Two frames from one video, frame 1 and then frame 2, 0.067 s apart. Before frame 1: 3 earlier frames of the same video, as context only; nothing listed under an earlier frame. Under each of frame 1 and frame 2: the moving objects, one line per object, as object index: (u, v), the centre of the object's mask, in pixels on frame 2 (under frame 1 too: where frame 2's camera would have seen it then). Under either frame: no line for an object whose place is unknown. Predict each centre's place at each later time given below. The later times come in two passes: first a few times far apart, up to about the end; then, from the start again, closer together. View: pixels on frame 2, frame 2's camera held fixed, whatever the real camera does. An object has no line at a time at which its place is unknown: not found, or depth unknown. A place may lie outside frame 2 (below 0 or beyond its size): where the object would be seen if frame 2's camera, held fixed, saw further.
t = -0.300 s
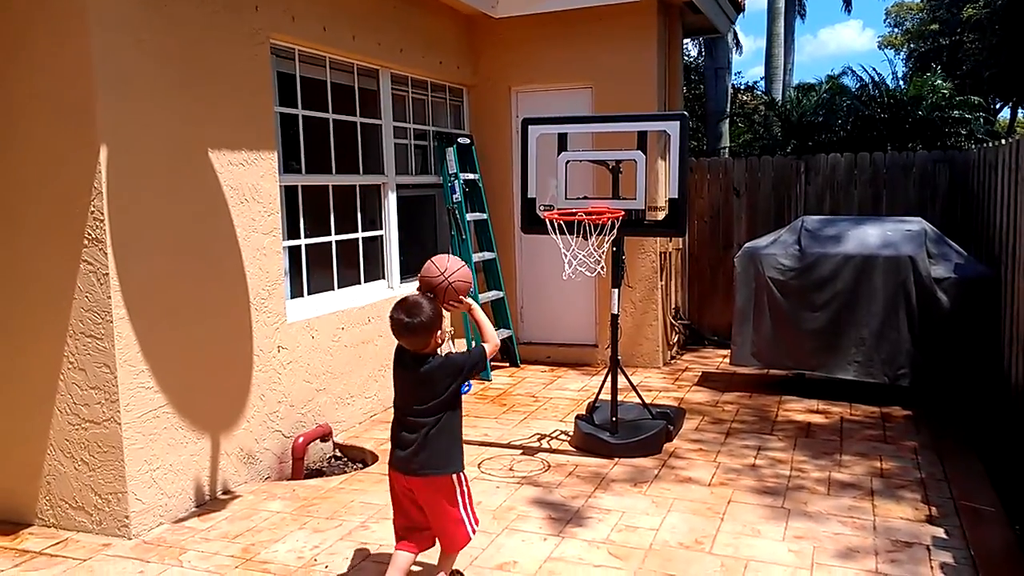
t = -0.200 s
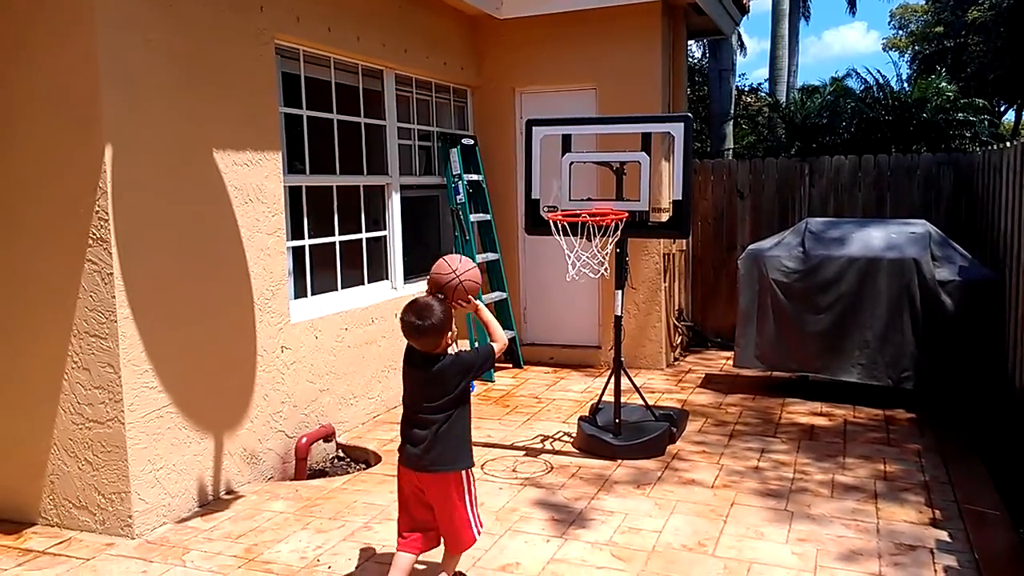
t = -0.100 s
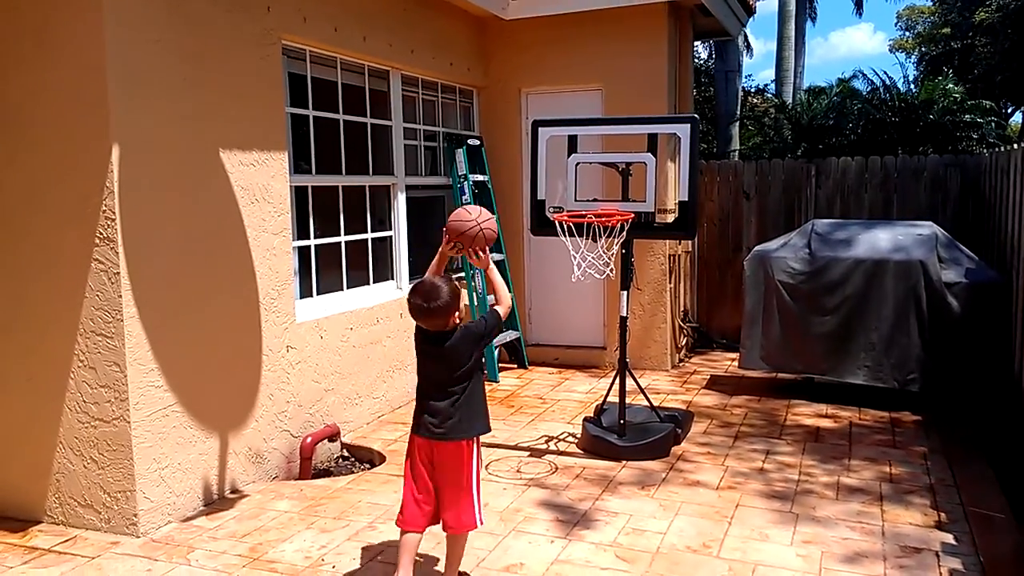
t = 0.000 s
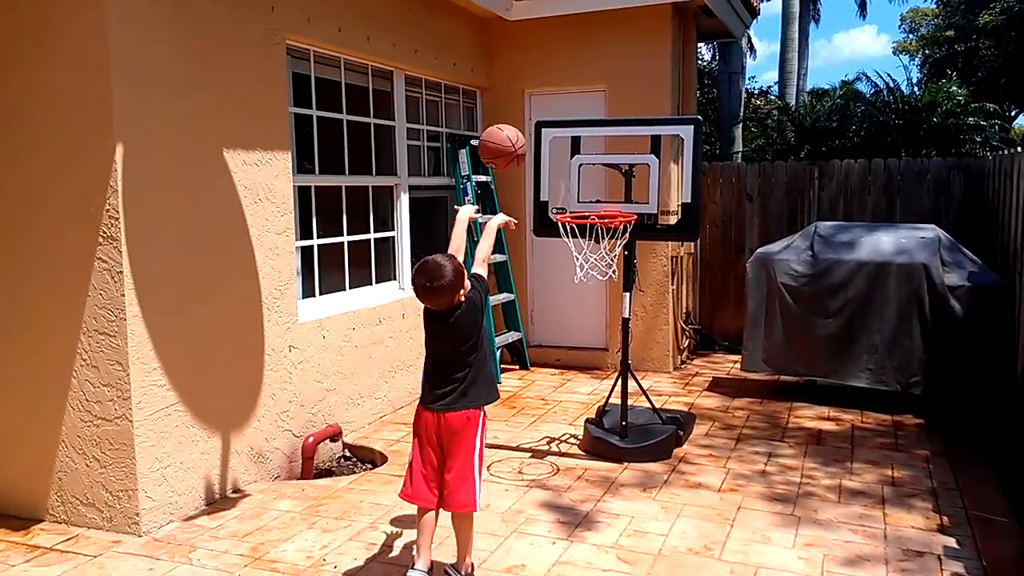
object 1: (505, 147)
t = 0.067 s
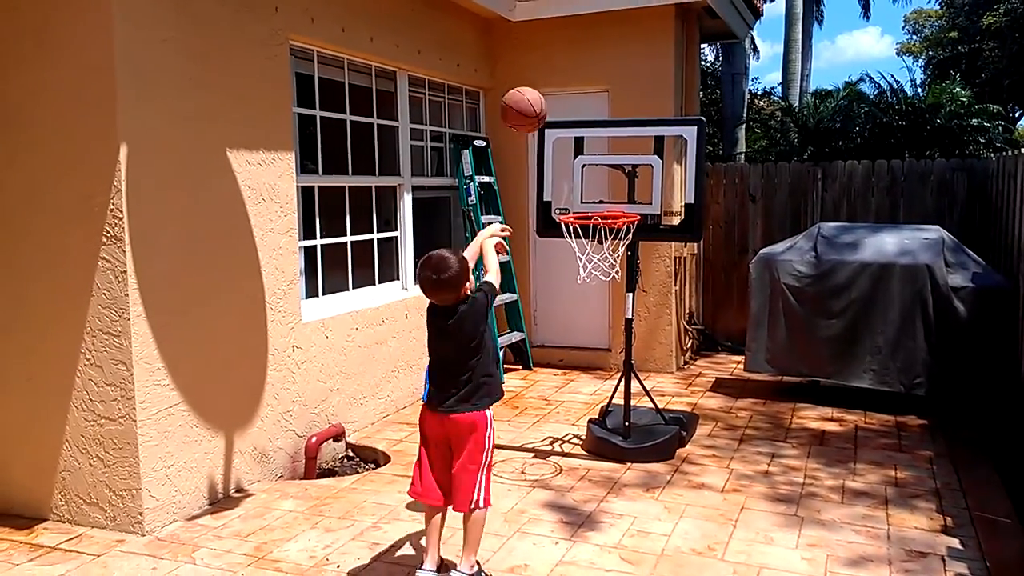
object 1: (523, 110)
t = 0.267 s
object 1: (570, 71)
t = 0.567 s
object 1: (596, 141)
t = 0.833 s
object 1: (567, 279)
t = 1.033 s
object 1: (540, 497)
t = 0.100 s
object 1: (532, 96)
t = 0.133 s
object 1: (540, 85)
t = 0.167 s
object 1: (548, 77)
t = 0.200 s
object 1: (555, 72)
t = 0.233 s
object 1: (563, 70)
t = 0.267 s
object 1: (570, 71)
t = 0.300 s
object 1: (577, 74)
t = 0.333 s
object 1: (584, 80)
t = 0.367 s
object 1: (590, 87)
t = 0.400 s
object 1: (596, 97)
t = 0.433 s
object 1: (602, 109)
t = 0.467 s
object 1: (605, 118)
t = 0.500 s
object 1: (602, 123)
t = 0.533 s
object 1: (599, 131)
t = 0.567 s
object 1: (596, 141)
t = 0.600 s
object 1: (593, 154)
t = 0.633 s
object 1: (590, 170)
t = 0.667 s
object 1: (587, 189)
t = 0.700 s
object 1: (584, 208)
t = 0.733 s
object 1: (580, 221)
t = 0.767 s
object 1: (576, 237)
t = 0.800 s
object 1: (572, 257)
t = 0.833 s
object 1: (567, 279)
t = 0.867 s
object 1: (564, 305)
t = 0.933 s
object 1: (554, 368)
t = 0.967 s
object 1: (549, 408)
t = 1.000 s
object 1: (545, 450)
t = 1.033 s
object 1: (540, 497)
